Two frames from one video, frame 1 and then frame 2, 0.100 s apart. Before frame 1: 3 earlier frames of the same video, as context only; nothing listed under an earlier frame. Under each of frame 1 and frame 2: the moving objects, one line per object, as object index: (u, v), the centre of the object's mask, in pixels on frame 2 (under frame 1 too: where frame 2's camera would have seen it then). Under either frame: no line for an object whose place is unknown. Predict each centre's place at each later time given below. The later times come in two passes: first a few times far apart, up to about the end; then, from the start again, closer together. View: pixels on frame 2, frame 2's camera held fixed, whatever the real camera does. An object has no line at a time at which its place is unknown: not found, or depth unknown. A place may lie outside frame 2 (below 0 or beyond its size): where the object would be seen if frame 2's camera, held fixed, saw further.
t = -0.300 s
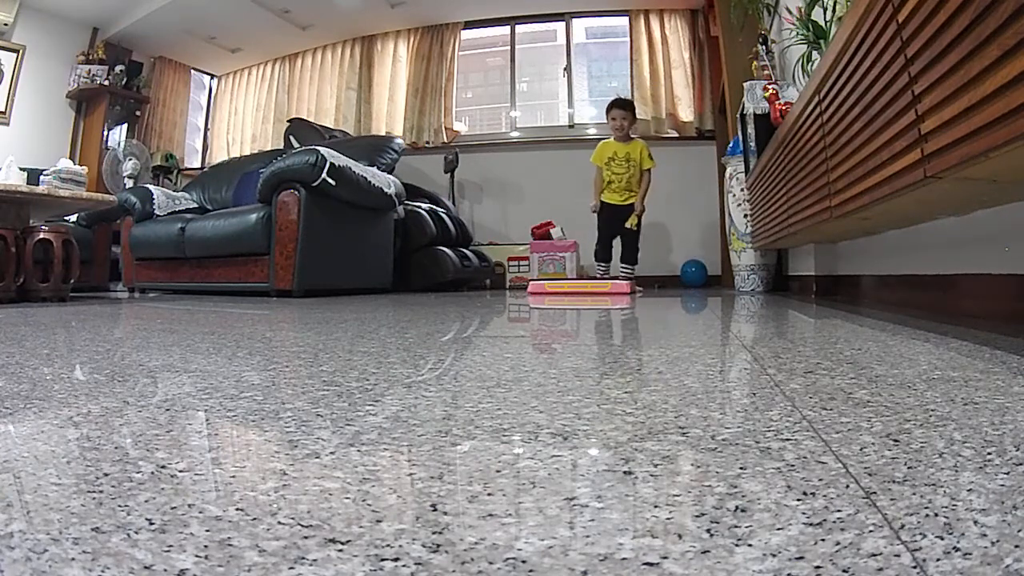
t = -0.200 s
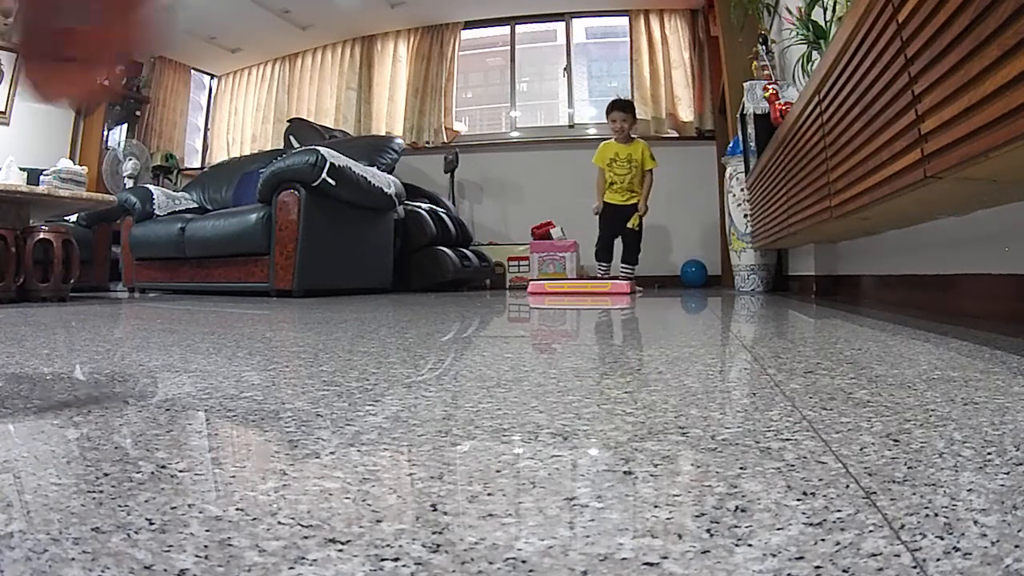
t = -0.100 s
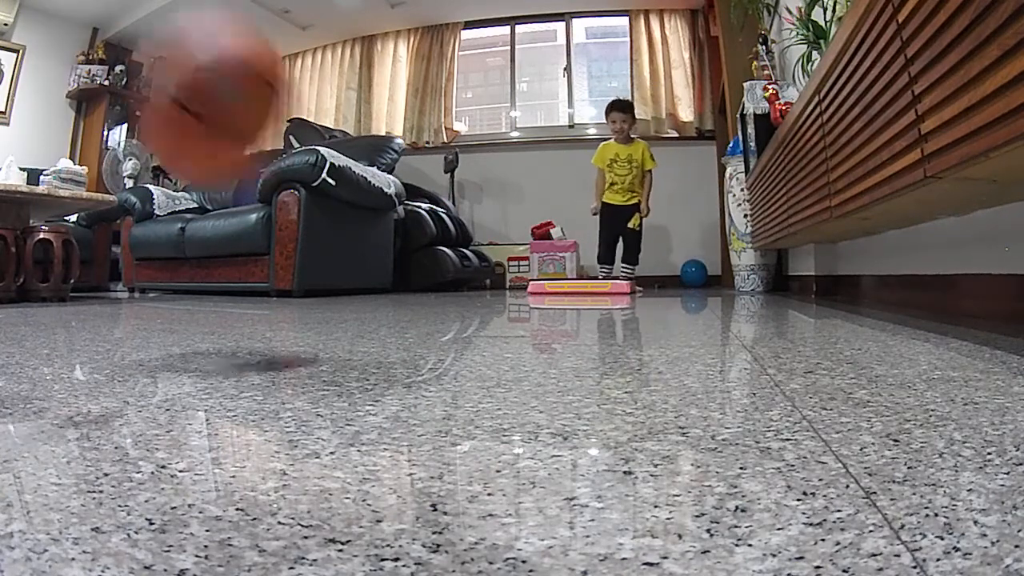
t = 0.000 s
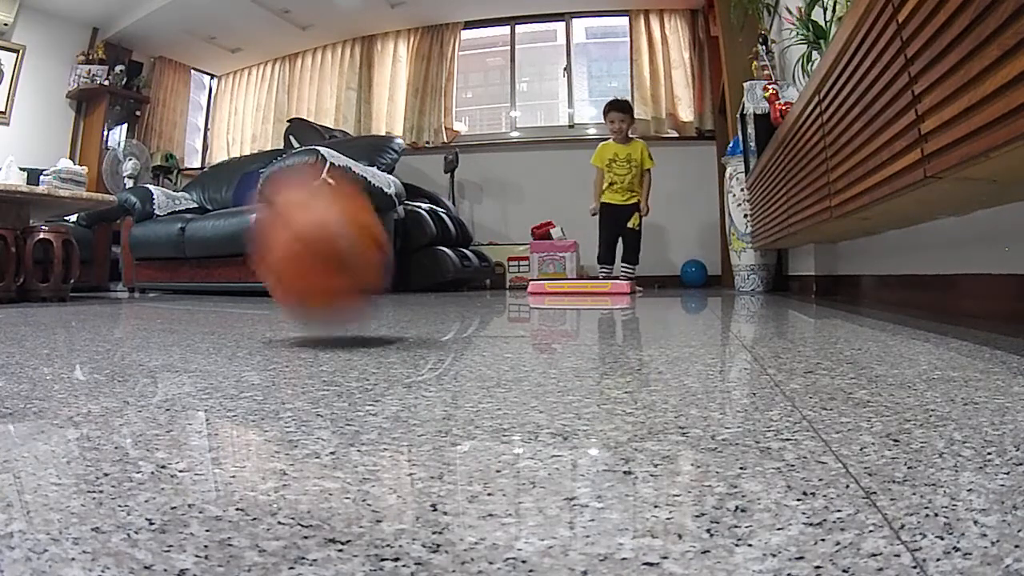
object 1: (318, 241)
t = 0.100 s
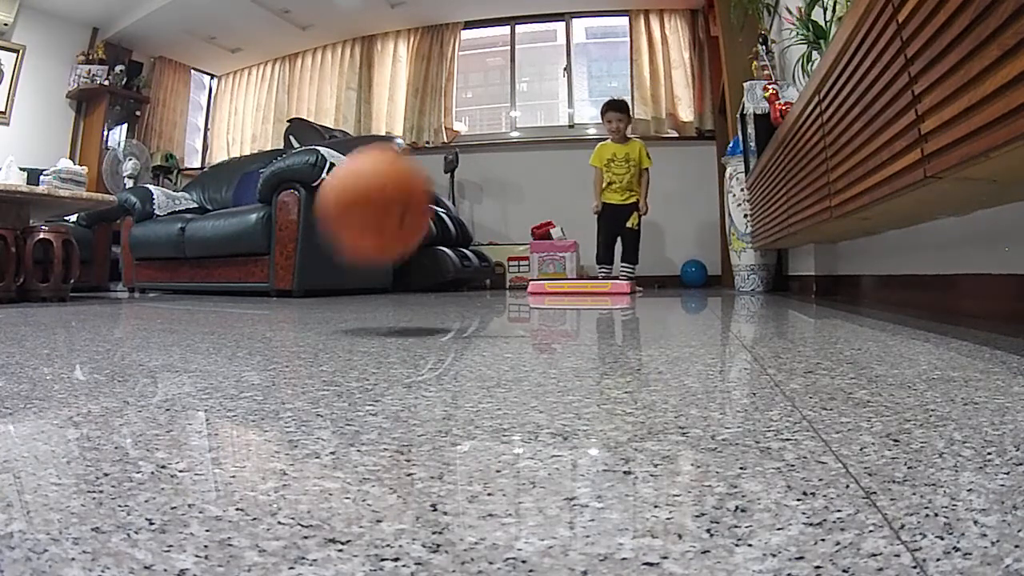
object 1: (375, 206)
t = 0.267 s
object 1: (435, 185)
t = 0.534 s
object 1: (499, 226)
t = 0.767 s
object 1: (537, 272)
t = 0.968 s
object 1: (565, 251)
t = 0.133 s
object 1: (388, 190)
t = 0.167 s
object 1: (402, 178)
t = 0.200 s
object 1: (414, 175)
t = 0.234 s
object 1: (425, 177)
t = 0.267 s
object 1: (435, 185)
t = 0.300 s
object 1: (444, 197)
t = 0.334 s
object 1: (452, 215)
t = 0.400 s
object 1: (469, 264)
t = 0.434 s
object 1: (476, 269)
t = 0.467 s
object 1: (485, 250)
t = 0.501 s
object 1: (491, 236)
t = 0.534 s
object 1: (499, 226)
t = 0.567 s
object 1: (505, 222)
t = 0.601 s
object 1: (510, 222)
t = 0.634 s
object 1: (516, 226)
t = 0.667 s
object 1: (521, 233)
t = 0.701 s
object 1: (527, 244)
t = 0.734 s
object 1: (531, 257)
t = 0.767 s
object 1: (537, 272)
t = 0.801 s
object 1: (542, 263)
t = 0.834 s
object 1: (548, 252)
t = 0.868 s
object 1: (552, 248)
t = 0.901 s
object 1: (556, 246)
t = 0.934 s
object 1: (561, 246)
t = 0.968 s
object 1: (565, 251)
